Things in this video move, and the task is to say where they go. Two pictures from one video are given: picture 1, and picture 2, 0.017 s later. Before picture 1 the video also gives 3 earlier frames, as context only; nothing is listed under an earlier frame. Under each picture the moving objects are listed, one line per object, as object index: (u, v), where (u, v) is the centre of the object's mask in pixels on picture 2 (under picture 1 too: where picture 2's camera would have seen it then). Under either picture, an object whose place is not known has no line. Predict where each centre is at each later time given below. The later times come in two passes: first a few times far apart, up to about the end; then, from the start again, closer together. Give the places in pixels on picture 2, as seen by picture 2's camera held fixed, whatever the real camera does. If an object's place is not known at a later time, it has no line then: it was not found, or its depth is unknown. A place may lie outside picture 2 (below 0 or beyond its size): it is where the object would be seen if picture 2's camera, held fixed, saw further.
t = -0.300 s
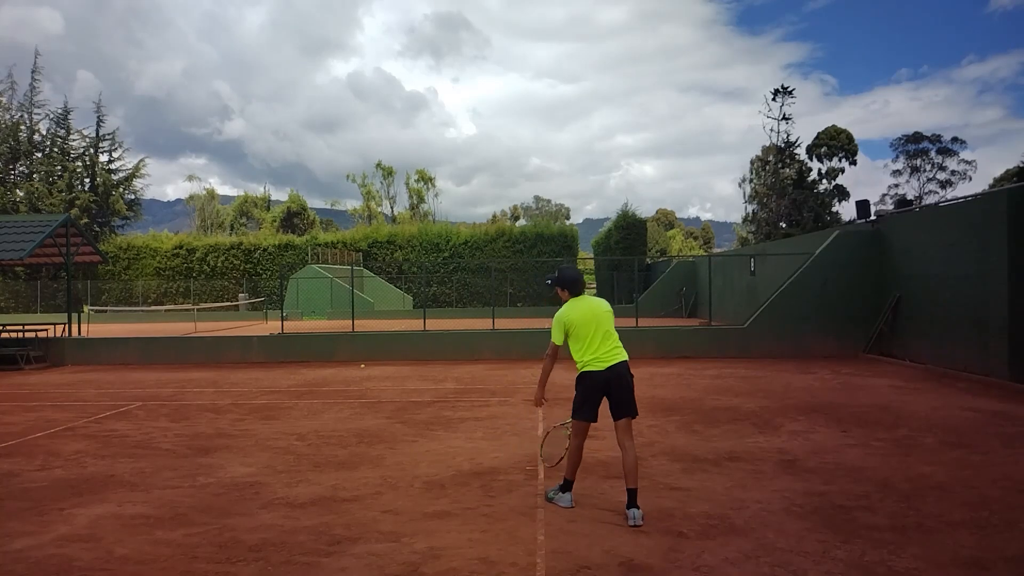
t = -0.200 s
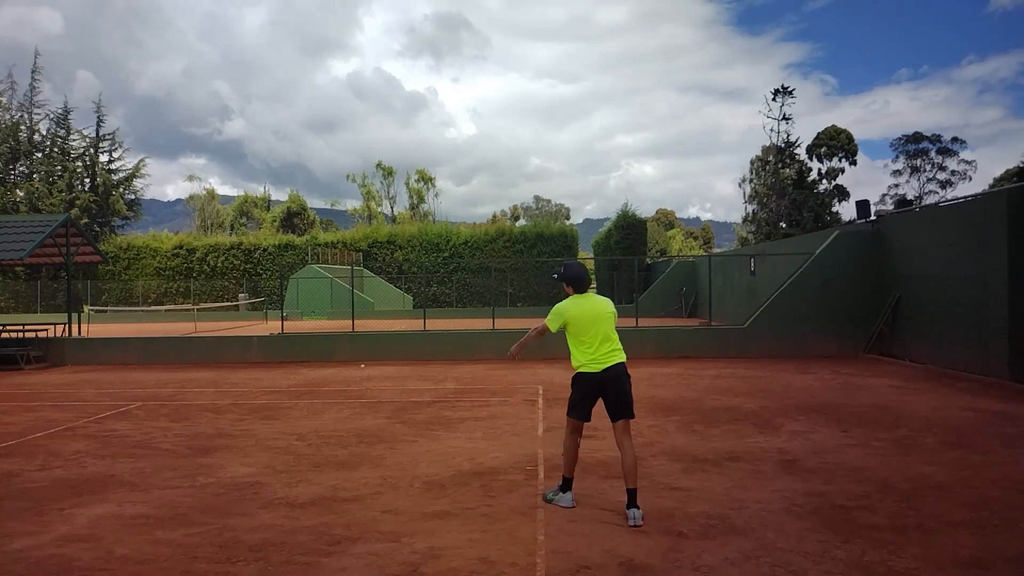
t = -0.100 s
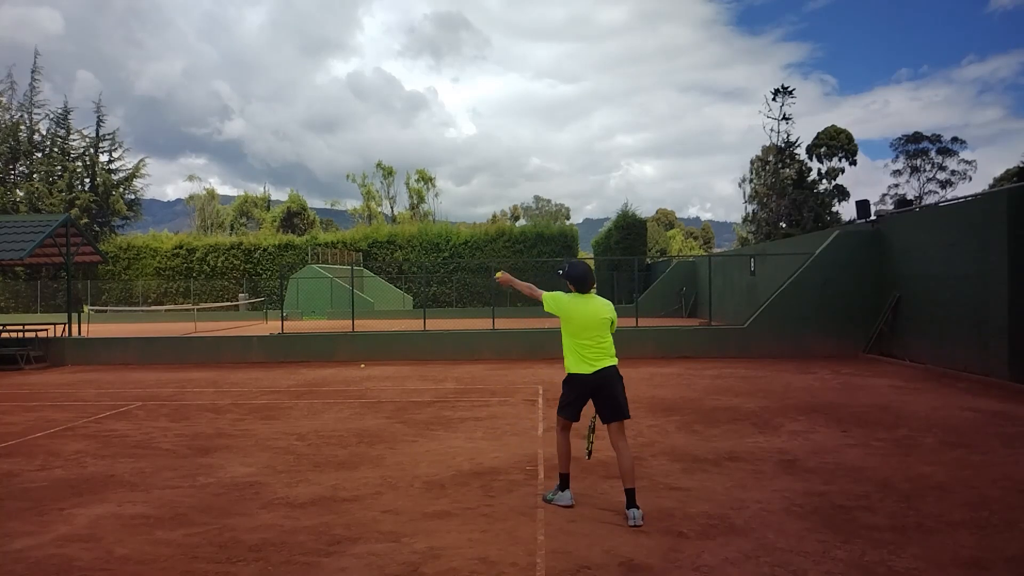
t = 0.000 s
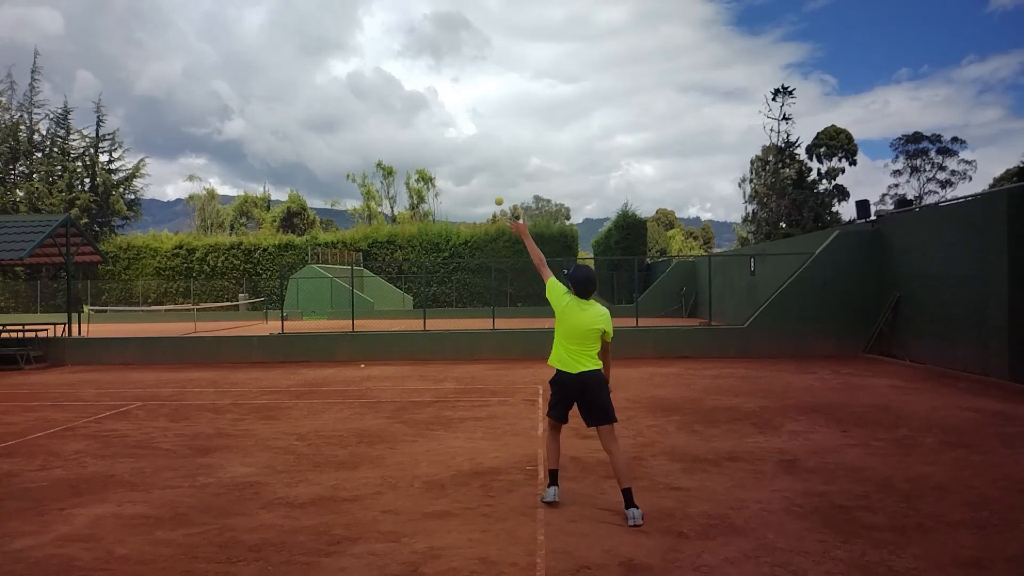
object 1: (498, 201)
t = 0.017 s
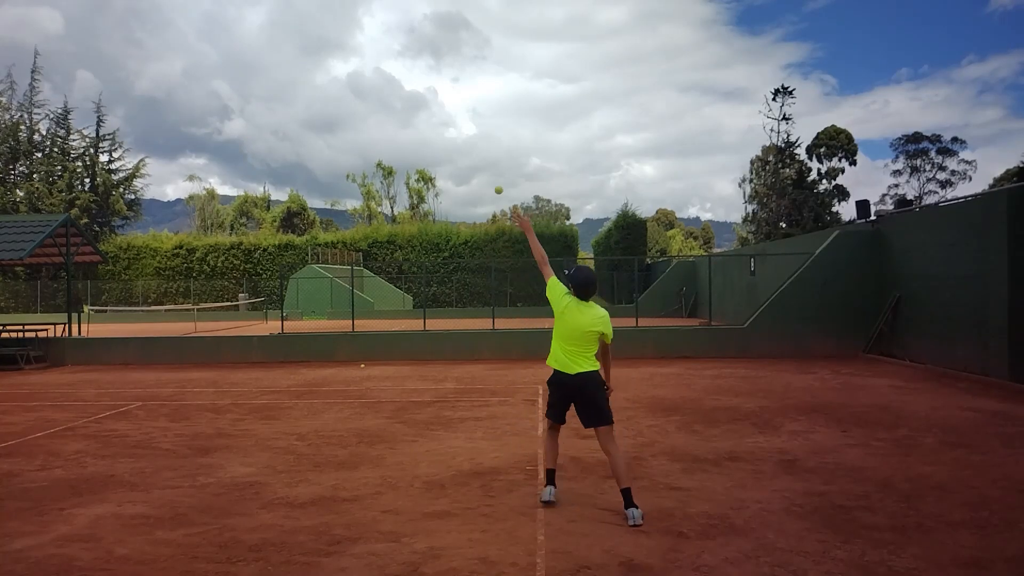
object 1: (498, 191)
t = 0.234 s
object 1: (496, 72)
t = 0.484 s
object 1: (495, 10)
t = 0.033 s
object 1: (498, 179)
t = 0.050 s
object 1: (498, 168)
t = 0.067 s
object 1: (498, 158)
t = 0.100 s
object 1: (497, 138)
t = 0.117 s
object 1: (497, 129)
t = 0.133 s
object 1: (497, 120)
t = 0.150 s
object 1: (497, 111)
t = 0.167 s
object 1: (497, 102)
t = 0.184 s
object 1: (496, 94)
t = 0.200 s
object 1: (496, 87)
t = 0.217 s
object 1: (496, 79)
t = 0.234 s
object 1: (496, 72)
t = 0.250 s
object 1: (496, 65)
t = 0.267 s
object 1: (496, 59)
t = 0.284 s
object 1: (495, 53)
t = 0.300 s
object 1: (495, 48)
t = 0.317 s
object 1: (495, 42)
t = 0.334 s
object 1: (495, 38)
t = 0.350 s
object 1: (495, 33)
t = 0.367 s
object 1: (495, 29)
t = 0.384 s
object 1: (495, 25)
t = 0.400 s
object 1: (495, 22)
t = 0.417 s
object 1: (495, 18)
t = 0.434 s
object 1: (495, 16)
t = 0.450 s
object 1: (495, 13)
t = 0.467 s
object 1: (495, 11)
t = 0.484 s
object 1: (495, 10)
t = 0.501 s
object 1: (495, 9)
